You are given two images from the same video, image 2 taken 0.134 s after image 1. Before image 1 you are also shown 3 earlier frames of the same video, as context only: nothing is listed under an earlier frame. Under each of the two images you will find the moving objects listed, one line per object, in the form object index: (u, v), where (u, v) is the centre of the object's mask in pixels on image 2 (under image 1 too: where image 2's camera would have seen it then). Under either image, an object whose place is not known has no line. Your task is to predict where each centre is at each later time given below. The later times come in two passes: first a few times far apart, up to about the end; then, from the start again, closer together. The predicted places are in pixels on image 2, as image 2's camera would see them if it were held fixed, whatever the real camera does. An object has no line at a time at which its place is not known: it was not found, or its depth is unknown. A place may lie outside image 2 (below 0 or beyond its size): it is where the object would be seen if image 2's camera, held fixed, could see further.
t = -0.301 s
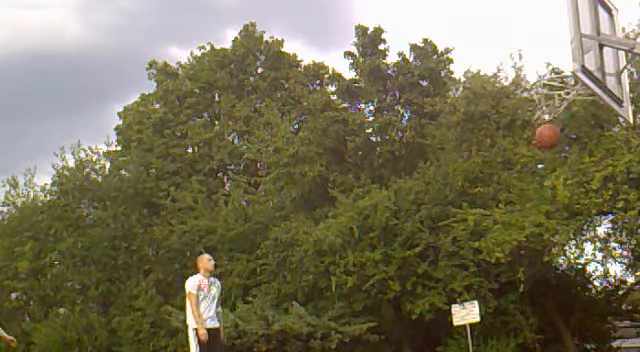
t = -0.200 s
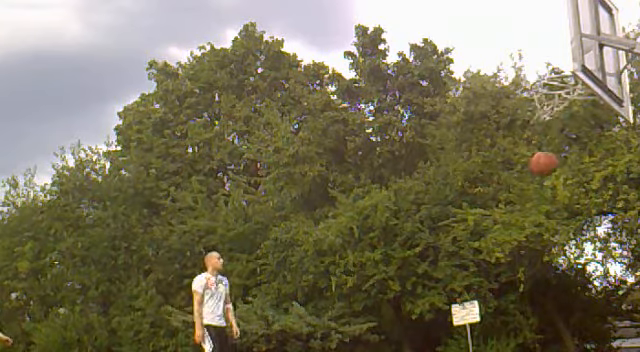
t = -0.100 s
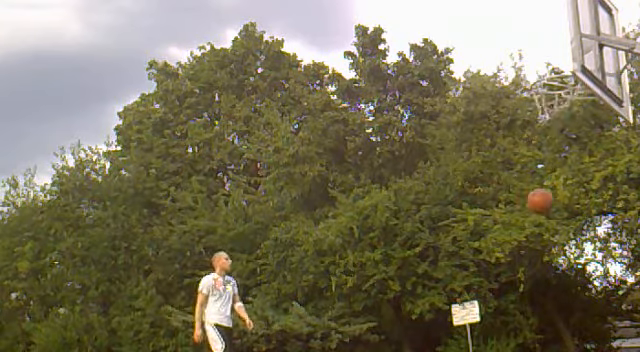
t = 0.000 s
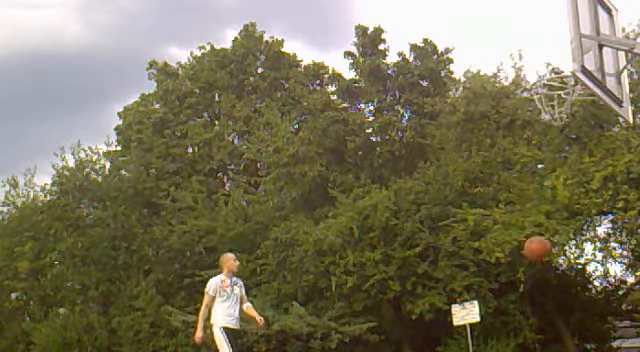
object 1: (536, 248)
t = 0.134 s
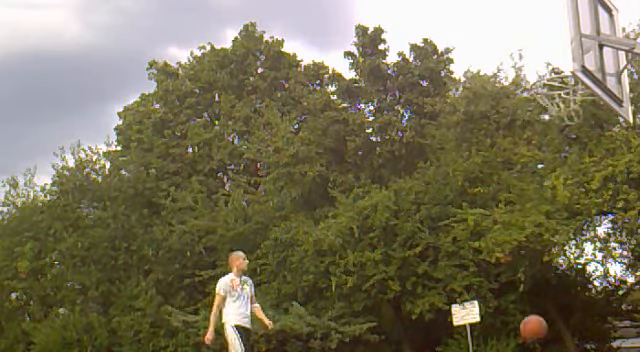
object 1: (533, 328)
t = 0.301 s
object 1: (526, 348)
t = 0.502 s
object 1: (514, 261)
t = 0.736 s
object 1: (504, 212)
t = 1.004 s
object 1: (493, 233)
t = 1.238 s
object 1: (490, 319)
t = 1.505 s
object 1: (482, 335)
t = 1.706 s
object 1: (474, 276)
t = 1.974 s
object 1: (466, 269)
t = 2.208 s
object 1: (463, 331)
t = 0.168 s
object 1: (532, 345)
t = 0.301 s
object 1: (526, 348)
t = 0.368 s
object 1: (522, 319)
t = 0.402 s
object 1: (520, 303)
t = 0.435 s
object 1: (518, 288)
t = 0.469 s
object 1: (516, 274)
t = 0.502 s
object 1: (514, 261)
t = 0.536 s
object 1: (512, 250)
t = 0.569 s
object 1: (511, 240)
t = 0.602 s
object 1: (510, 233)
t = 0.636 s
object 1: (507, 225)
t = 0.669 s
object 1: (506, 219)
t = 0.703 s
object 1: (504, 215)
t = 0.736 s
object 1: (504, 212)
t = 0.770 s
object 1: (502, 211)
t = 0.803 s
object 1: (501, 209)
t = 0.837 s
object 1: (499, 210)
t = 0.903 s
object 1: (497, 215)
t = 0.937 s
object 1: (495, 219)
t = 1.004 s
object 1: (493, 233)
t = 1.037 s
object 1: (492, 241)
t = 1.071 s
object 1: (491, 252)
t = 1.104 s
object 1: (491, 263)
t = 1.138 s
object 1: (491, 274)
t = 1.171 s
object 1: (490, 288)
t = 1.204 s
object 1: (490, 302)
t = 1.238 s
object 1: (490, 319)
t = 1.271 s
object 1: (488, 334)
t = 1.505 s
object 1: (482, 335)
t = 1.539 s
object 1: (481, 323)
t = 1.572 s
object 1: (480, 311)
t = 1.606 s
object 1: (478, 300)
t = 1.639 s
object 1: (477, 290)
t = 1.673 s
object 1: (476, 283)
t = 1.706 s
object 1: (474, 276)
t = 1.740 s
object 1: (473, 271)
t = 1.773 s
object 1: (471, 267)
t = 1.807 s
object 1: (471, 265)
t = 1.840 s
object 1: (470, 264)
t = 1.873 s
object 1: (469, 264)
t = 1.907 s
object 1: (468, 264)
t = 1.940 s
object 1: (468, 266)
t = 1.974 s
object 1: (466, 269)
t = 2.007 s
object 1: (466, 274)
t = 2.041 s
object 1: (465, 280)
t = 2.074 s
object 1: (465, 288)
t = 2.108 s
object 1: (464, 296)
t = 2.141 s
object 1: (464, 306)
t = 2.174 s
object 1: (463, 318)
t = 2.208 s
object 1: (463, 331)
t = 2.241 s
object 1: (462, 342)
